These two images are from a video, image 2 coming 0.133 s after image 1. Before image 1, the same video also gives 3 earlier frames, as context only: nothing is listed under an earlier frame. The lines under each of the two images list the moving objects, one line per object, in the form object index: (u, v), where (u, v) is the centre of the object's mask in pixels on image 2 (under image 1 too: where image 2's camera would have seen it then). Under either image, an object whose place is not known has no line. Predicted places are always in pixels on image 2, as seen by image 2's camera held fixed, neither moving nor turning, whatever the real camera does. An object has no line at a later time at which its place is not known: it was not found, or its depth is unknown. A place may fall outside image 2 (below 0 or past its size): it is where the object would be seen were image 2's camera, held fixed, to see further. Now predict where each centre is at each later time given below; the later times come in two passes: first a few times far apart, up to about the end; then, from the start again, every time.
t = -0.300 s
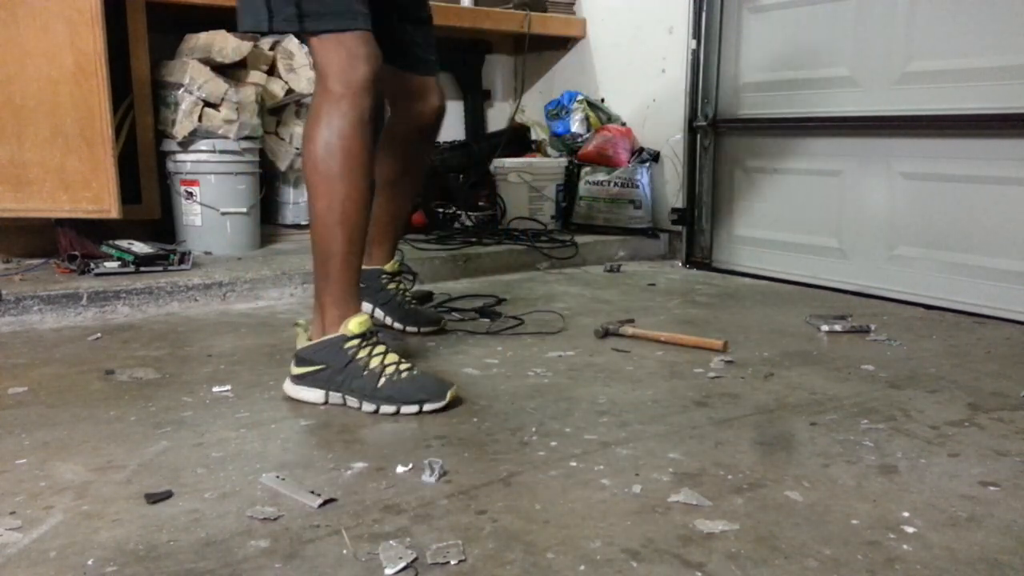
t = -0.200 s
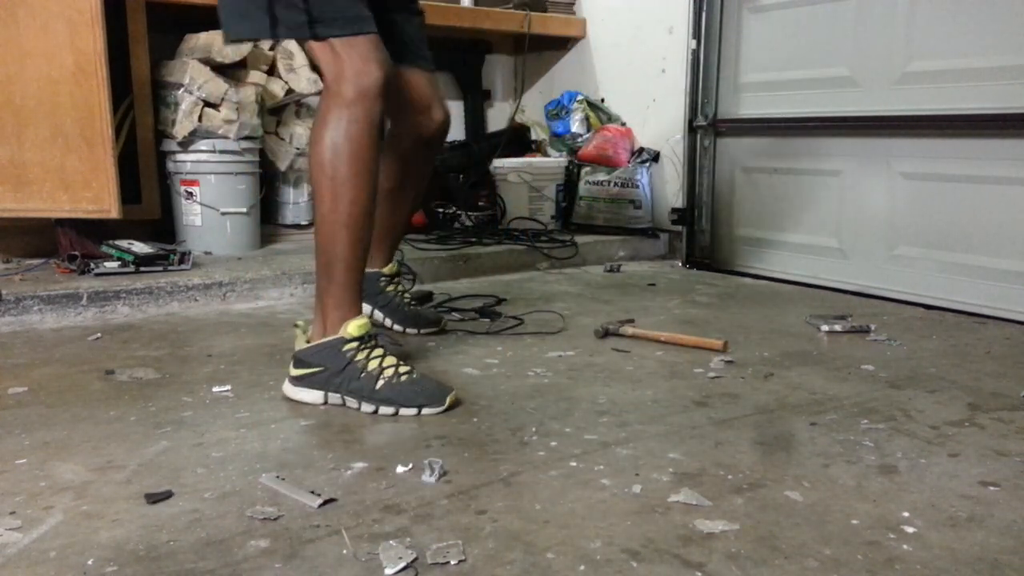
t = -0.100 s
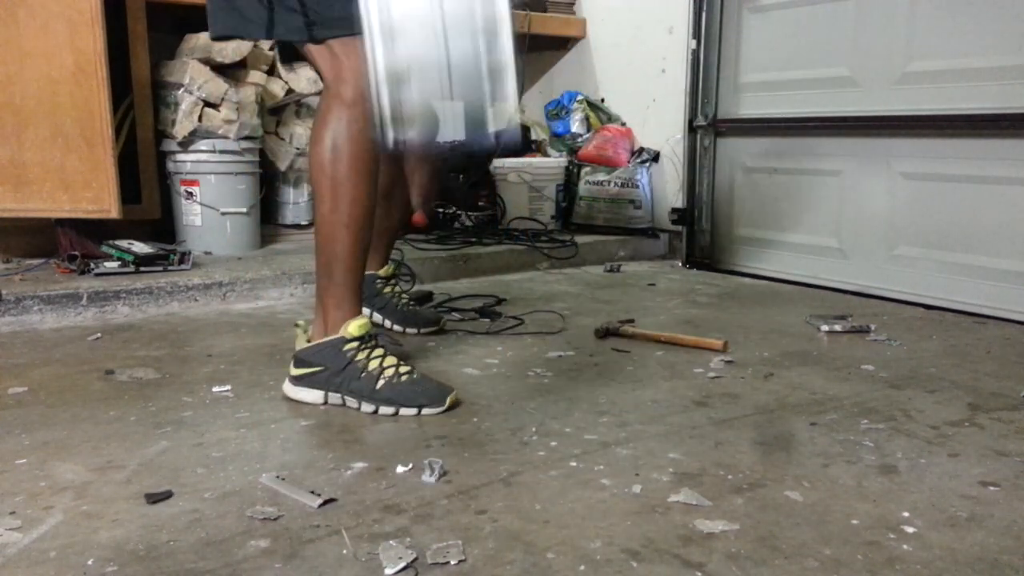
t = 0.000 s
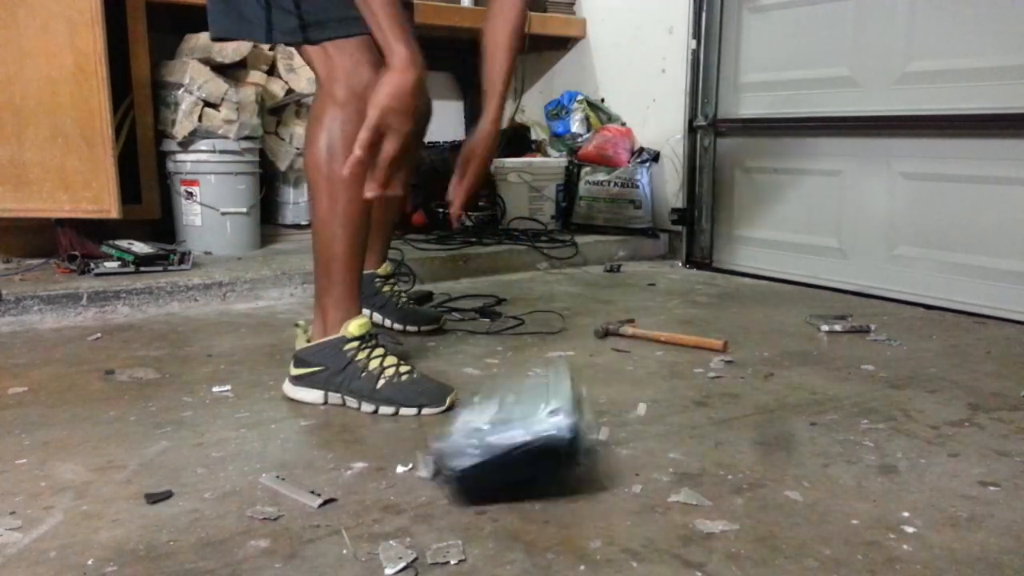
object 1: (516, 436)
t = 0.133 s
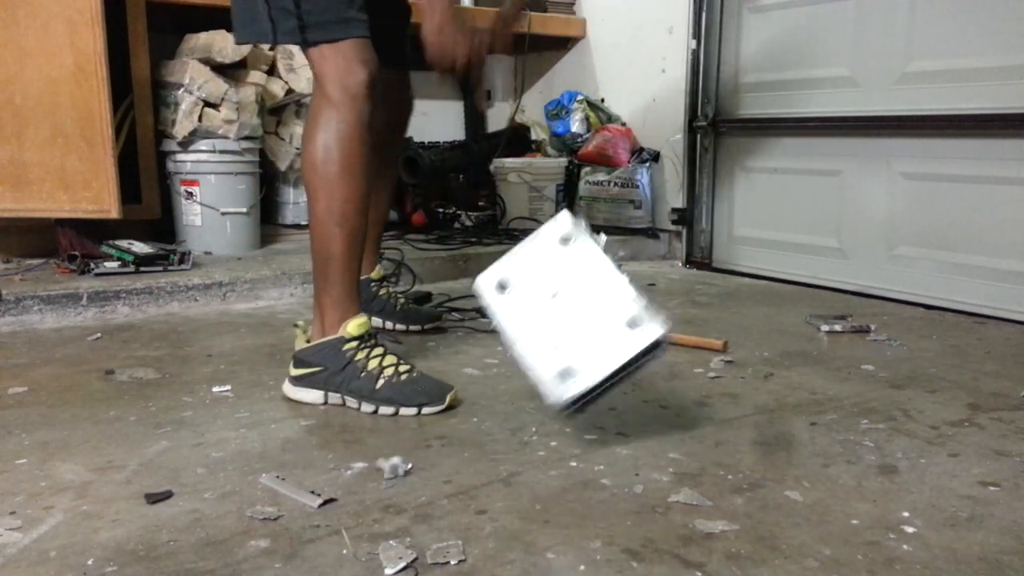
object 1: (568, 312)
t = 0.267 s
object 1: (607, 296)
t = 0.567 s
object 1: (683, 385)
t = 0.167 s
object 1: (580, 299)
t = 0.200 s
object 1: (590, 292)
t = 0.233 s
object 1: (600, 290)
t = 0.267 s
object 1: (607, 296)
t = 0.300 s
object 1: (614, 307)
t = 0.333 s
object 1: (622, 323)
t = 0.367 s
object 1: (629, 354)
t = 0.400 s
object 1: (637, 362)
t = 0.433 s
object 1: (650, 365)
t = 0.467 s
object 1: (664, 380)
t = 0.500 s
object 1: (670, 381)
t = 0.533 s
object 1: (677, 382)
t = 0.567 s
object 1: (683, 385)
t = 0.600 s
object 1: (686, 384)
